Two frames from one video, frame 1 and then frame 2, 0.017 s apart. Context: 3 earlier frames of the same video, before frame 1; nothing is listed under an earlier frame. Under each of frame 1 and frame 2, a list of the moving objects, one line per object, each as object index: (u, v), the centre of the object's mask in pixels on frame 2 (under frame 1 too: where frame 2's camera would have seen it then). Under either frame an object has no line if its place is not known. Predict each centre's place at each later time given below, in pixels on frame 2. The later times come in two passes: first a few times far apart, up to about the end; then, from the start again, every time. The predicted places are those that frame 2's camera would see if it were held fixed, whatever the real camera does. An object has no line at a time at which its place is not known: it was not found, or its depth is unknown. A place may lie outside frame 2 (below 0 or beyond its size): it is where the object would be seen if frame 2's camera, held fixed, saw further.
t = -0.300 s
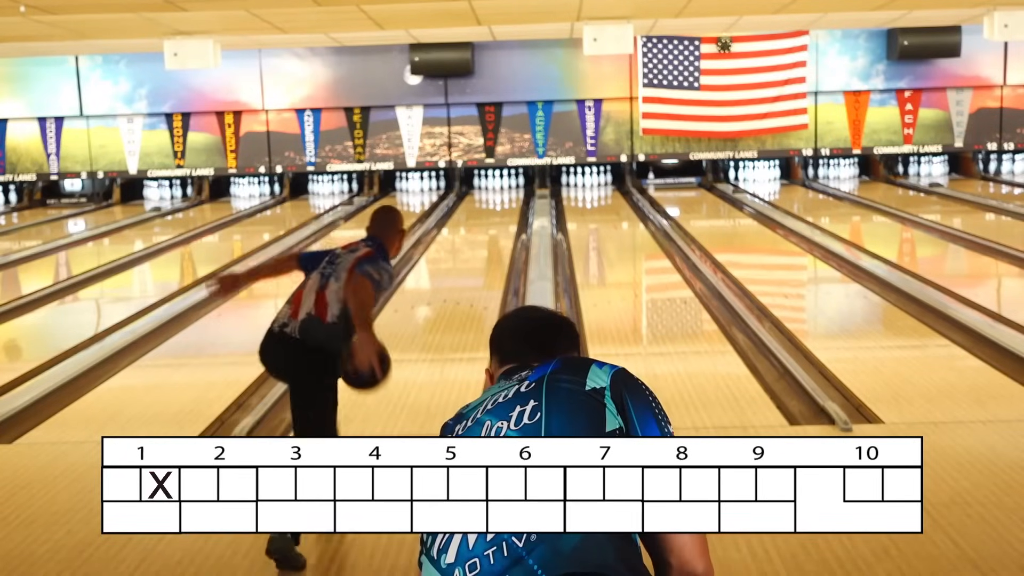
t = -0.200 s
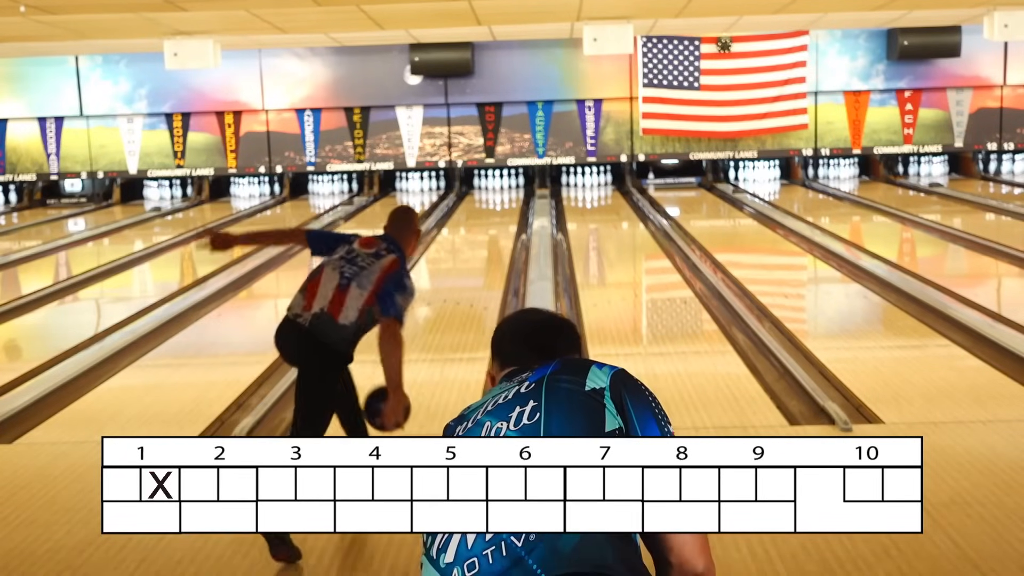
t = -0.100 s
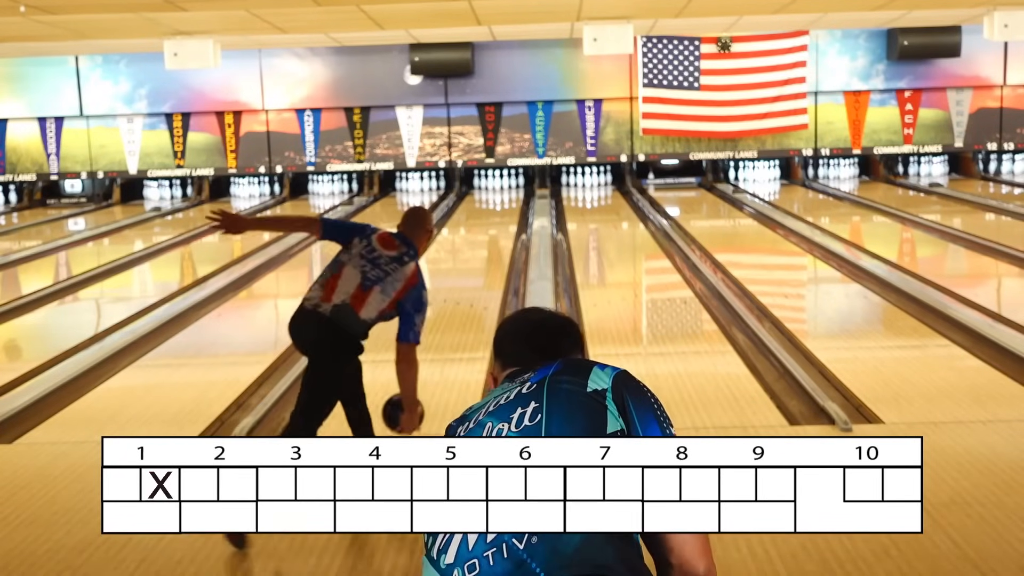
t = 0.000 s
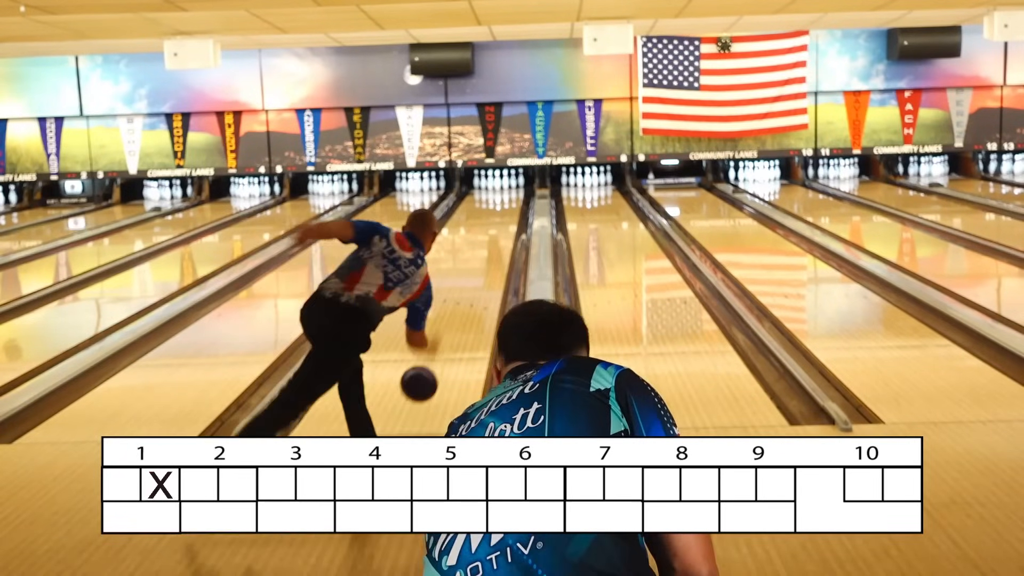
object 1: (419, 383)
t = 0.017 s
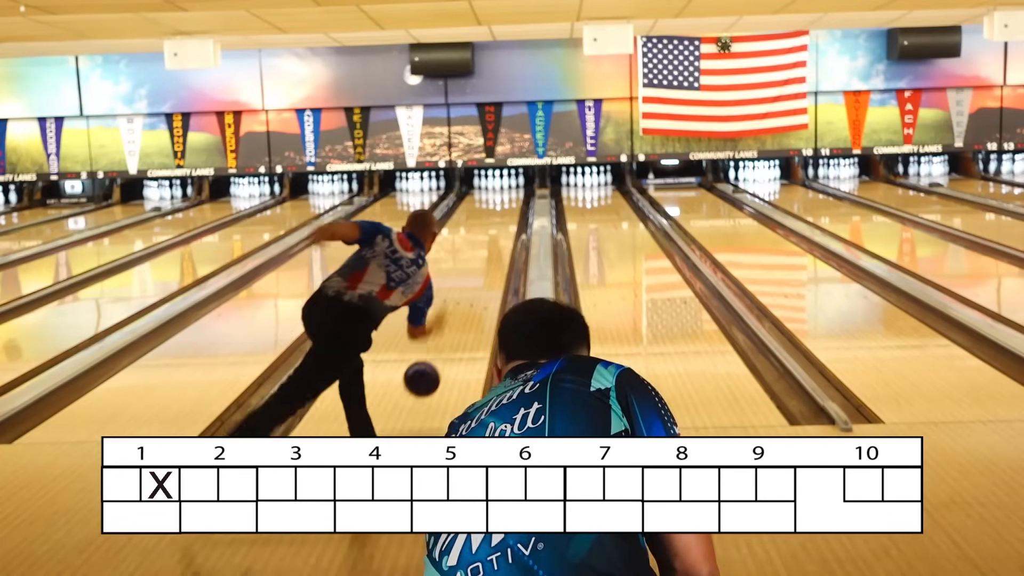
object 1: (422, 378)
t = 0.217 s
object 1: (449, 357)
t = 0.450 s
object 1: (470, 313)
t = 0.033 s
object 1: (424, 375)
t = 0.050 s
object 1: (427, 371)
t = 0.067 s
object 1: (430, 369)
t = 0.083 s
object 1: (432, 366)
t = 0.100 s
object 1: (434, 364)
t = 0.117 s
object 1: (437, 363)
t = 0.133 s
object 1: (439, 362)
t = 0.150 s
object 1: (441, 362)
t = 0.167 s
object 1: (443, 362)
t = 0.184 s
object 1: (445, 362)
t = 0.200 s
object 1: (447, 362)
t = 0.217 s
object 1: (449, 357)
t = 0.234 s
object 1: (451, 353)
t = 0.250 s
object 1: (453, 349)
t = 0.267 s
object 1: (454, 346)
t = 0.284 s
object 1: (456, 344)
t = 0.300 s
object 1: (457, 341)
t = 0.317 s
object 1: (459, 337)
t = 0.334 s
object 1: (460, 334)
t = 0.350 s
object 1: (462, 331)
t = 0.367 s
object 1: (463, 328)
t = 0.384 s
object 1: (465, 325)
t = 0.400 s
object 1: (466, 322)
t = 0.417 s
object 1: (467, 319)
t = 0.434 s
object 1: (468, 316)
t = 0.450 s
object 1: (470, 313)
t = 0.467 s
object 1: (471, 311)
